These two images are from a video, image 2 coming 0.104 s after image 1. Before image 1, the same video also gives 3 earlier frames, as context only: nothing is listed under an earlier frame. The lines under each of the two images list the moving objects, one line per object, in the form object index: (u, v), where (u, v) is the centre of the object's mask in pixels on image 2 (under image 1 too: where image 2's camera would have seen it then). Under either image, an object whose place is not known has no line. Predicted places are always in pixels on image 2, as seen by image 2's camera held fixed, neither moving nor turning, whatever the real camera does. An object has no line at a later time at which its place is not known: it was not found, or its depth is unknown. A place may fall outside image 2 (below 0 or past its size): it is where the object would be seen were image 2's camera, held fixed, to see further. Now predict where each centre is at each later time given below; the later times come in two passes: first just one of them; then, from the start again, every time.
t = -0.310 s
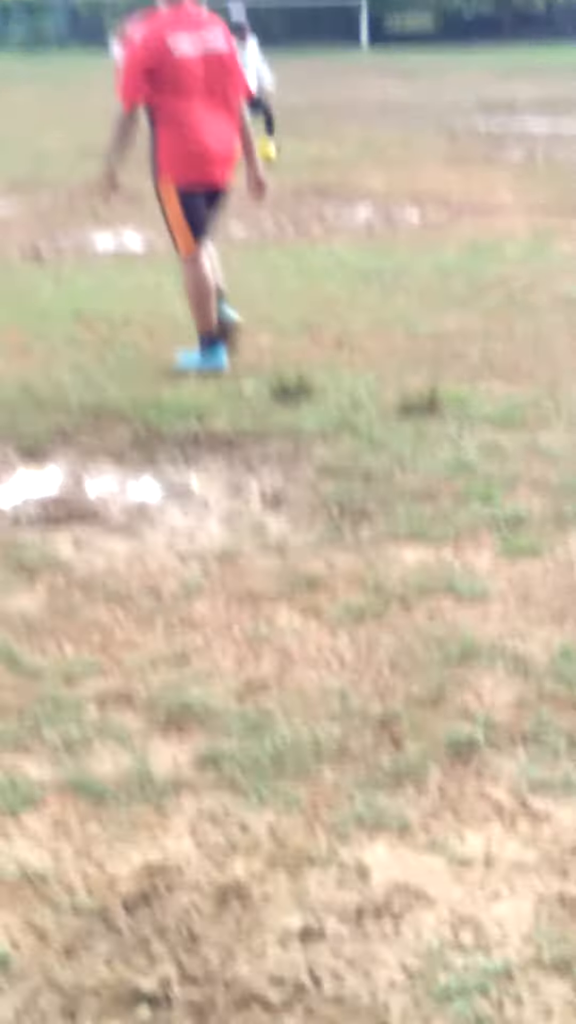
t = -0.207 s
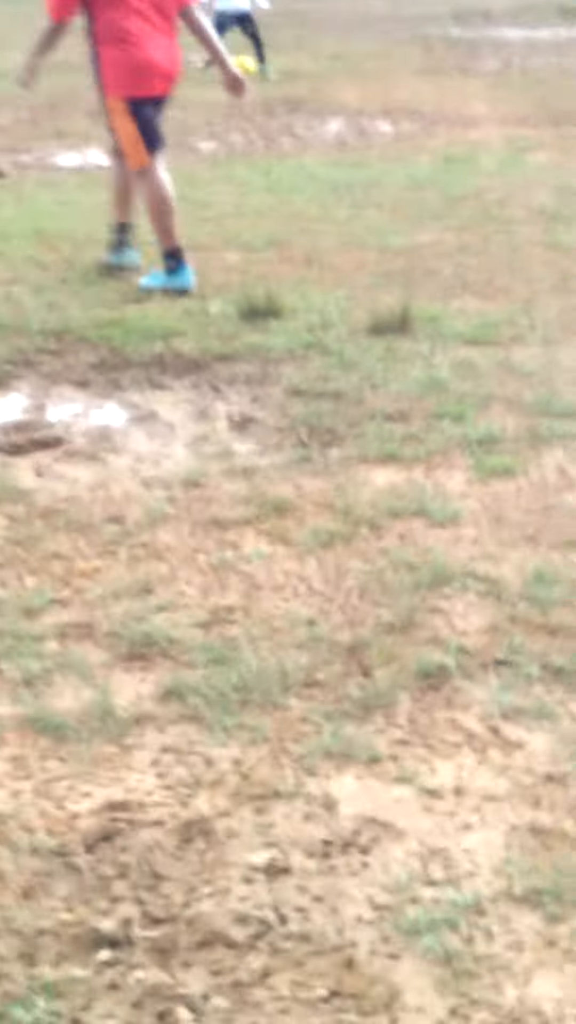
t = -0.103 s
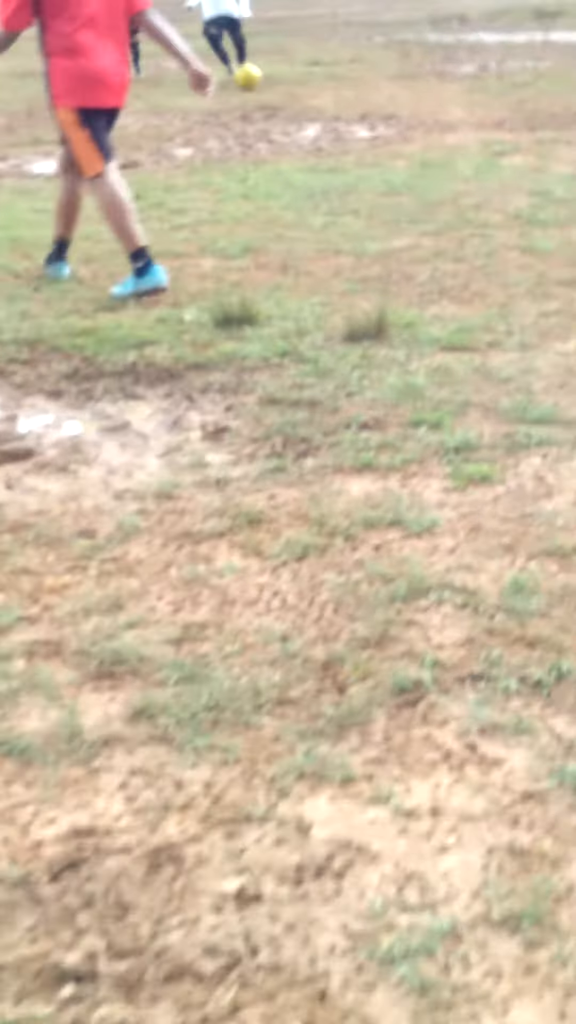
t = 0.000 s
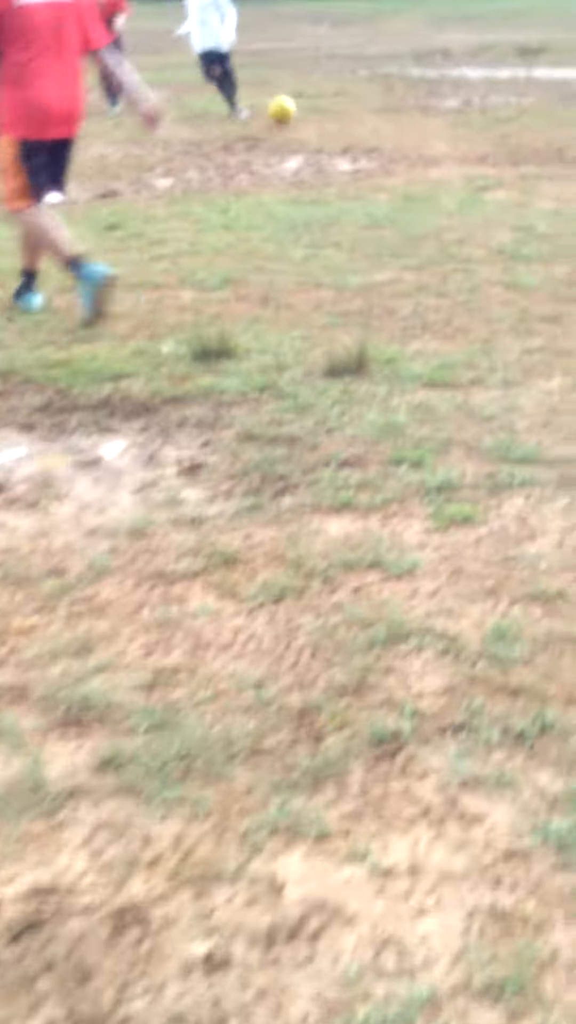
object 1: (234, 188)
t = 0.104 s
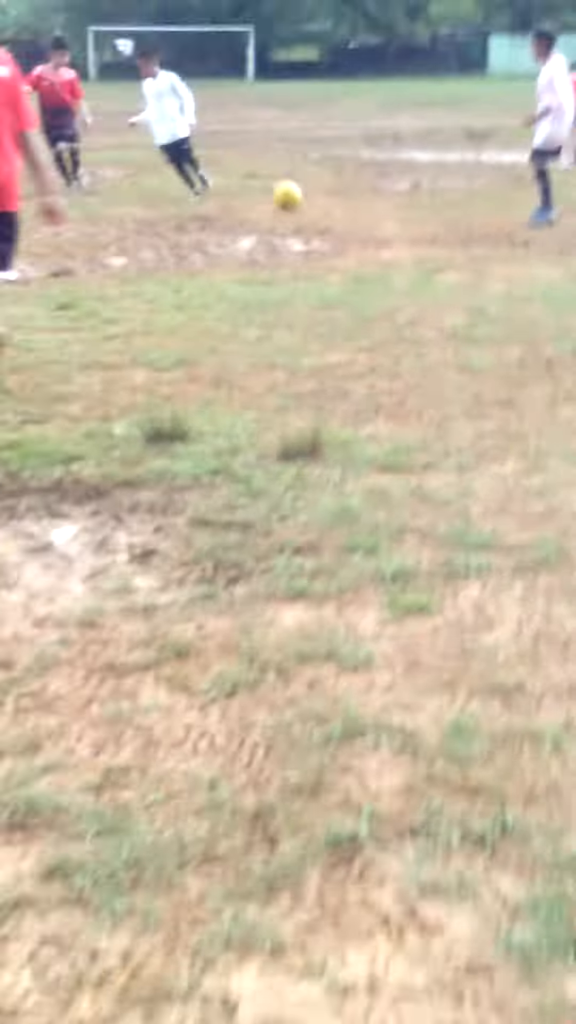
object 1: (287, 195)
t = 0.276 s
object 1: (365, 198)
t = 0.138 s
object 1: (302, 194)
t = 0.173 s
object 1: (318, 194)
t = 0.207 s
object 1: (335, 194)
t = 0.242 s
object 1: (352, 198)
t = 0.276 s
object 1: (365, 198)
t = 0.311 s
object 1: (378, 196)
